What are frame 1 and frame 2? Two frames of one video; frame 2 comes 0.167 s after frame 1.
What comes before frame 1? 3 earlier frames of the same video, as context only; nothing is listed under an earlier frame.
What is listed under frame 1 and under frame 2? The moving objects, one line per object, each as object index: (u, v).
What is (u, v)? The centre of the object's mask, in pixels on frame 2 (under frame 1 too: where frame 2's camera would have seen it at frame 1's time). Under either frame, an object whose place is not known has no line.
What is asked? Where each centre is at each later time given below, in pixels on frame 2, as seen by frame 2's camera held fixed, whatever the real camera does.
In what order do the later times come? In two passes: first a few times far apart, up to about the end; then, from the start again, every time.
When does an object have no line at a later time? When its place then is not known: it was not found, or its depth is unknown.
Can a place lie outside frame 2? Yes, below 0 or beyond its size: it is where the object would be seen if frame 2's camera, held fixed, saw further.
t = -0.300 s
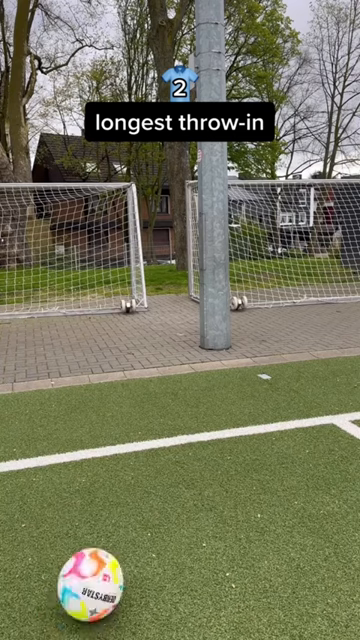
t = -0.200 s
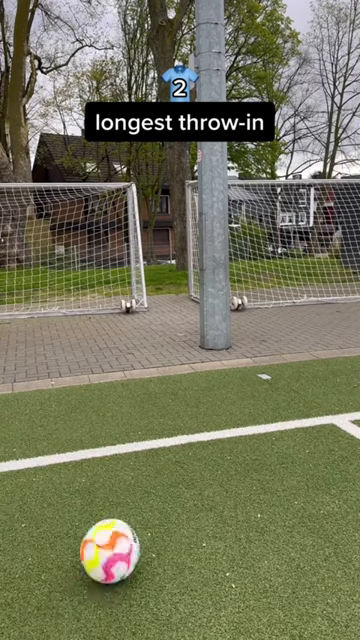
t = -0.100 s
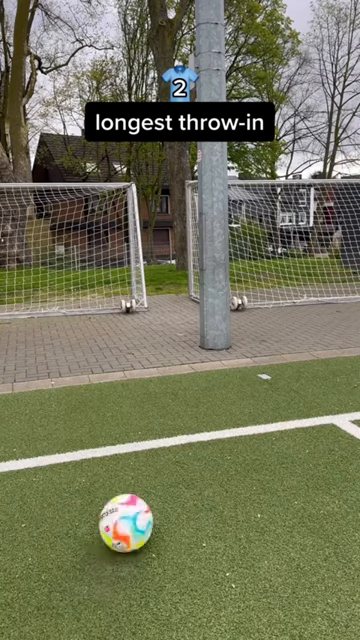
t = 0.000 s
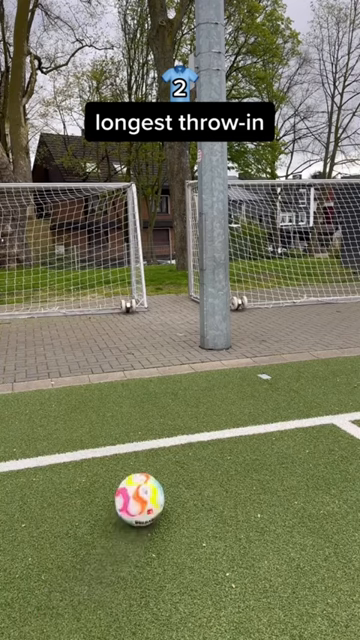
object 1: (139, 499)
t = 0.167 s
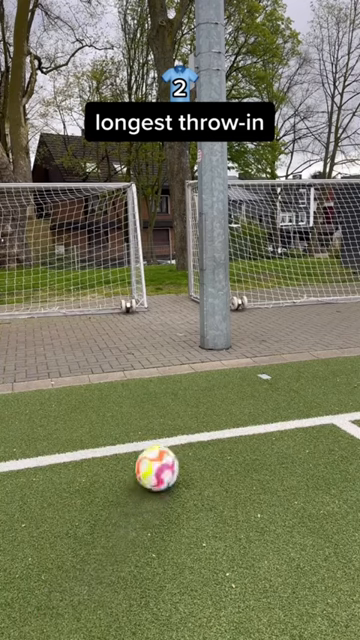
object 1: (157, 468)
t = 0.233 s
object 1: (162, 458)
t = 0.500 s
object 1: (181, 425)
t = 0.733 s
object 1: (192, 404)
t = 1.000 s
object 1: (202, 385)
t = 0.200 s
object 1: (160, 463)
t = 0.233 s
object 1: (162, 458)
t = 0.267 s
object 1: (165, 453)
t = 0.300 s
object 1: (168, 449)
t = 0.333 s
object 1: (170, 444)
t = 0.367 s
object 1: (173, 440)
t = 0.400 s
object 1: (175, 436)
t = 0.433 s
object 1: (177, 432)
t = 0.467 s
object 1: (179, 428)
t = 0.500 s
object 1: (181, 425)
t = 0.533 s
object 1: (183, 422)
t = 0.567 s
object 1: (184, 418)
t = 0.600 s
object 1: (186, 415)
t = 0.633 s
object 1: (188, 412)
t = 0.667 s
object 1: (190, 409)
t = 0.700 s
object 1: (191, 407)
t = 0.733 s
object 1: (192, 404)
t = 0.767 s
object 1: (194, 401)
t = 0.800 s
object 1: (195, 399)
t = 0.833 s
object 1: (197, 396)
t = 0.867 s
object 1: (198, 394)
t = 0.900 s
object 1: (199, 392)
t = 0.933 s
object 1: (200, 390)
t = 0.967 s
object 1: (201, 388)
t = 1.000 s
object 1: (202, 385)
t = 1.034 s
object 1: (203, 384)
